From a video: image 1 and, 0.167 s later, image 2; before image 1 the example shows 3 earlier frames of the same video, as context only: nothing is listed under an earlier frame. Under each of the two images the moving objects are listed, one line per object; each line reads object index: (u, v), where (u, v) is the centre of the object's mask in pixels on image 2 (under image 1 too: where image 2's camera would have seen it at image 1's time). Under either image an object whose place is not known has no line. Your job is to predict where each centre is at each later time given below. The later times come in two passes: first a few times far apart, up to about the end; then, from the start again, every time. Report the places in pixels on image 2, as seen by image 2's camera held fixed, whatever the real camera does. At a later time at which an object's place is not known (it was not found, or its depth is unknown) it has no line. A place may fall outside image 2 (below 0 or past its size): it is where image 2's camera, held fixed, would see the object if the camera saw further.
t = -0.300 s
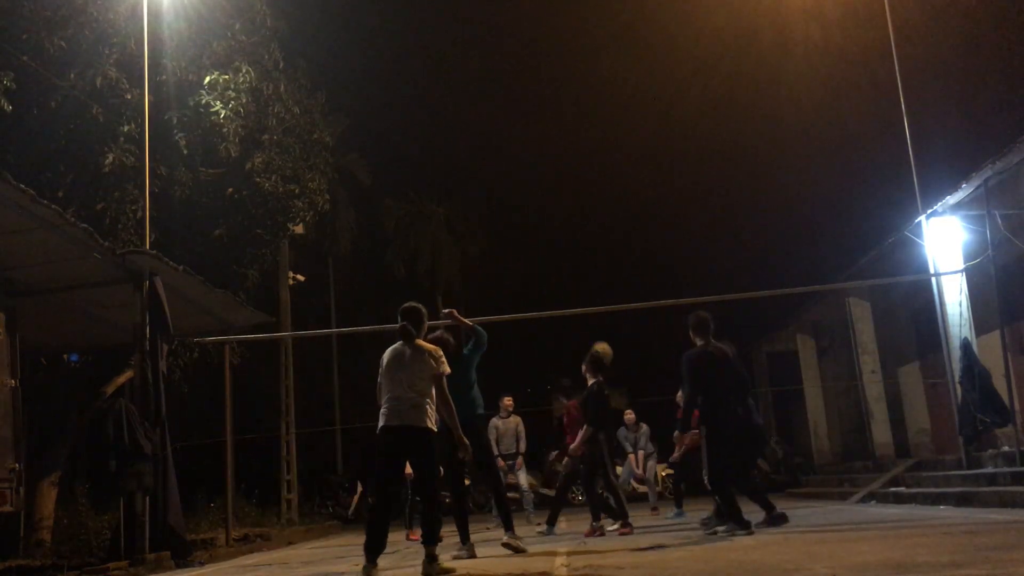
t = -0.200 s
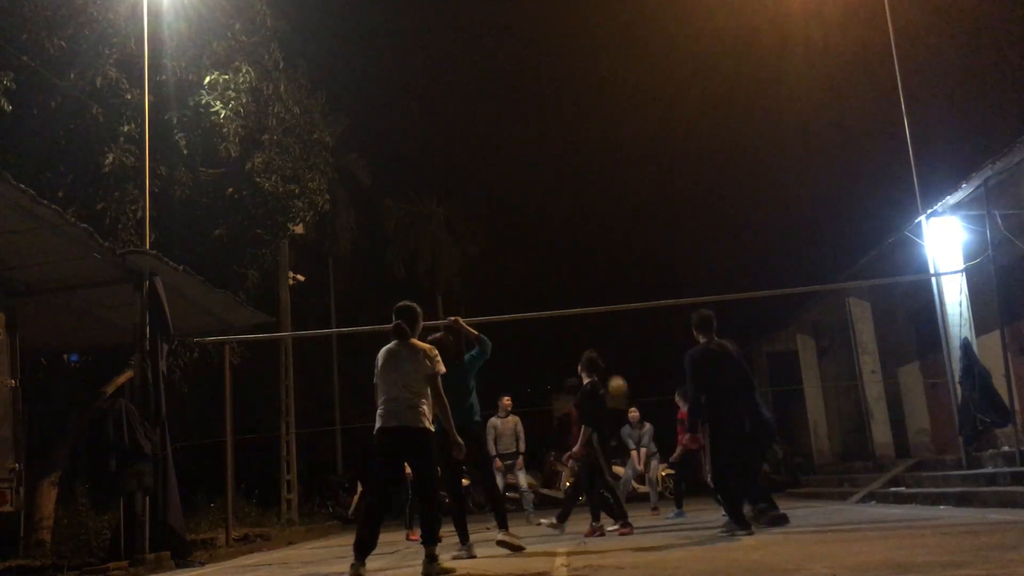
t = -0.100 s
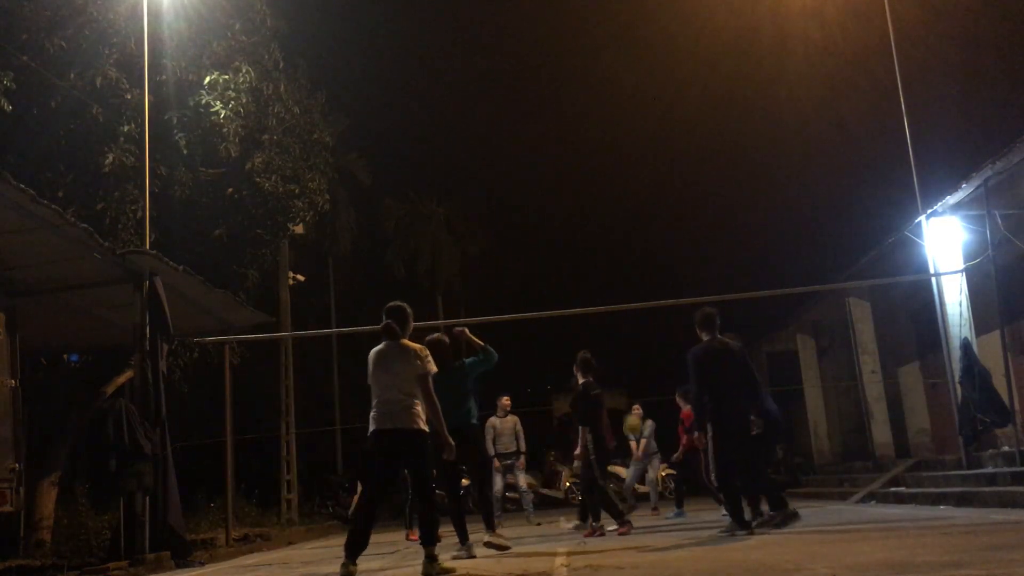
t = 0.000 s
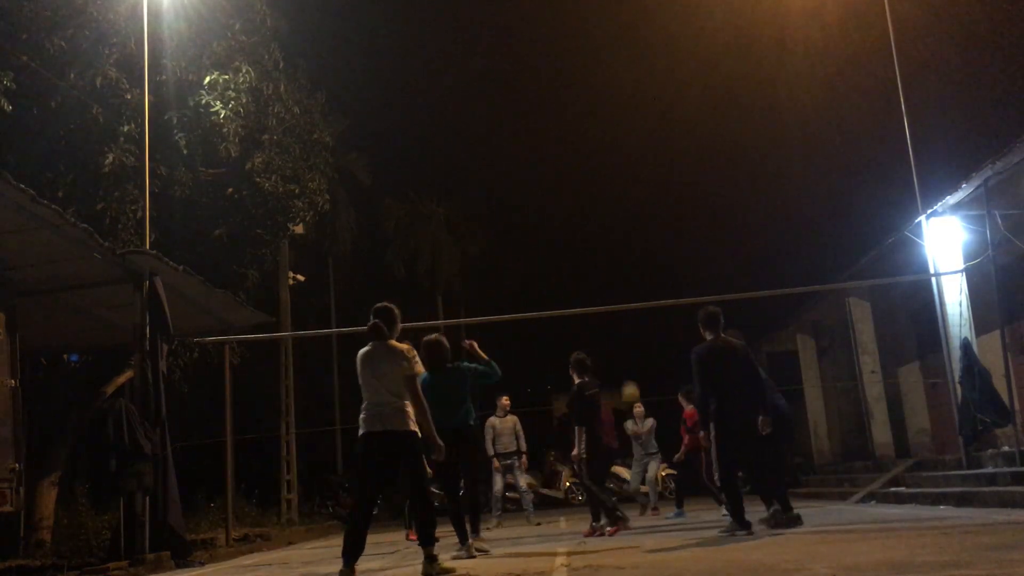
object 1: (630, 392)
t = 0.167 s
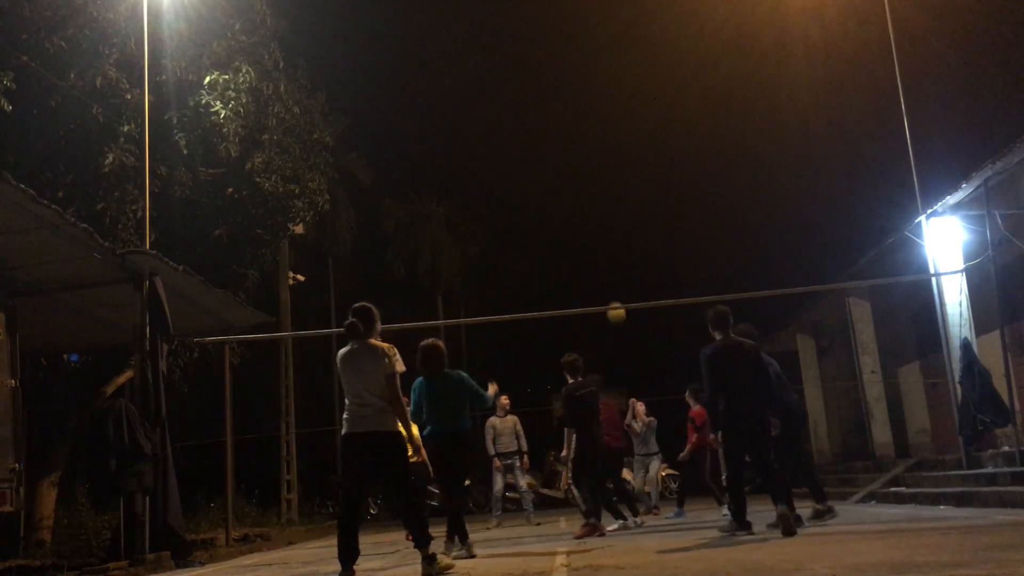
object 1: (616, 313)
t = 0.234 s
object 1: (610, 287)
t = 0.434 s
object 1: (595, 234)
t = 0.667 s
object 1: (583, 210)
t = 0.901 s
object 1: (574, 226)
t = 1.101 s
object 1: (570, 277)
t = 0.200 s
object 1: (613, 298)
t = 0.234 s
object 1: (610, 287)
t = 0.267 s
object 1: (608, 277)
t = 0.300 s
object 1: (605, 267)
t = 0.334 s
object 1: (603, 257)
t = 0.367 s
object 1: (600, 249)
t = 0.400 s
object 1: (598, 241)
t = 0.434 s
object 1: (595, 234)
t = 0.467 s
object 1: (593, 228)
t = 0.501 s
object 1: (592, 223)
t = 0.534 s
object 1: (589, 219)
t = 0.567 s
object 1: (588, 215)
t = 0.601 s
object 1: (586, 213)
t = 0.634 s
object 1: (584, 211)
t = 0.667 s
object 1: (583, 210)
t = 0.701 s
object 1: (581, 210)
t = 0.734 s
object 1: (580, 210)
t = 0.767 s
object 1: (579, 212)
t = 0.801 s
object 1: (577, 214)
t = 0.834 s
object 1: (576, 218)
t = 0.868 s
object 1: (575, 221)
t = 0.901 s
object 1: (574, 226)
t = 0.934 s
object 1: (573, 232)
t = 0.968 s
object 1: (573, 239)
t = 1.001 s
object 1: (572, 247)
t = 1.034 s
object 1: (571, 257)
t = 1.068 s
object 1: (570, 266)
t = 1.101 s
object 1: (570, 277)
